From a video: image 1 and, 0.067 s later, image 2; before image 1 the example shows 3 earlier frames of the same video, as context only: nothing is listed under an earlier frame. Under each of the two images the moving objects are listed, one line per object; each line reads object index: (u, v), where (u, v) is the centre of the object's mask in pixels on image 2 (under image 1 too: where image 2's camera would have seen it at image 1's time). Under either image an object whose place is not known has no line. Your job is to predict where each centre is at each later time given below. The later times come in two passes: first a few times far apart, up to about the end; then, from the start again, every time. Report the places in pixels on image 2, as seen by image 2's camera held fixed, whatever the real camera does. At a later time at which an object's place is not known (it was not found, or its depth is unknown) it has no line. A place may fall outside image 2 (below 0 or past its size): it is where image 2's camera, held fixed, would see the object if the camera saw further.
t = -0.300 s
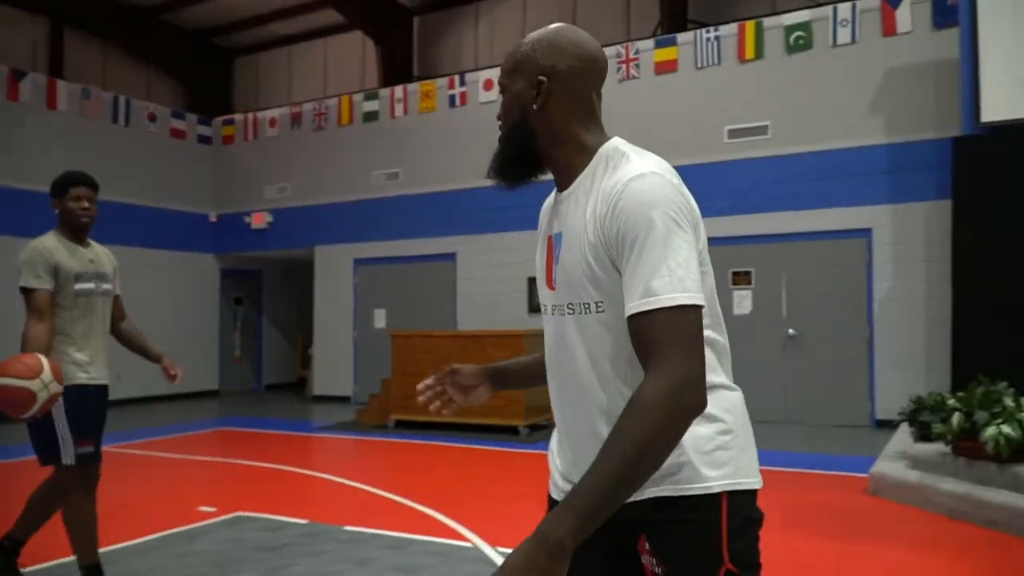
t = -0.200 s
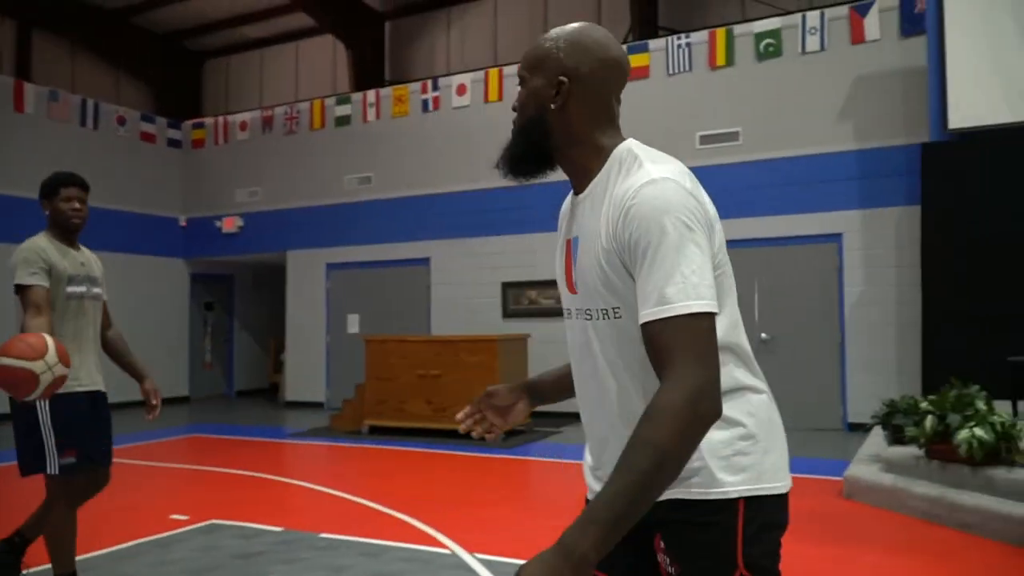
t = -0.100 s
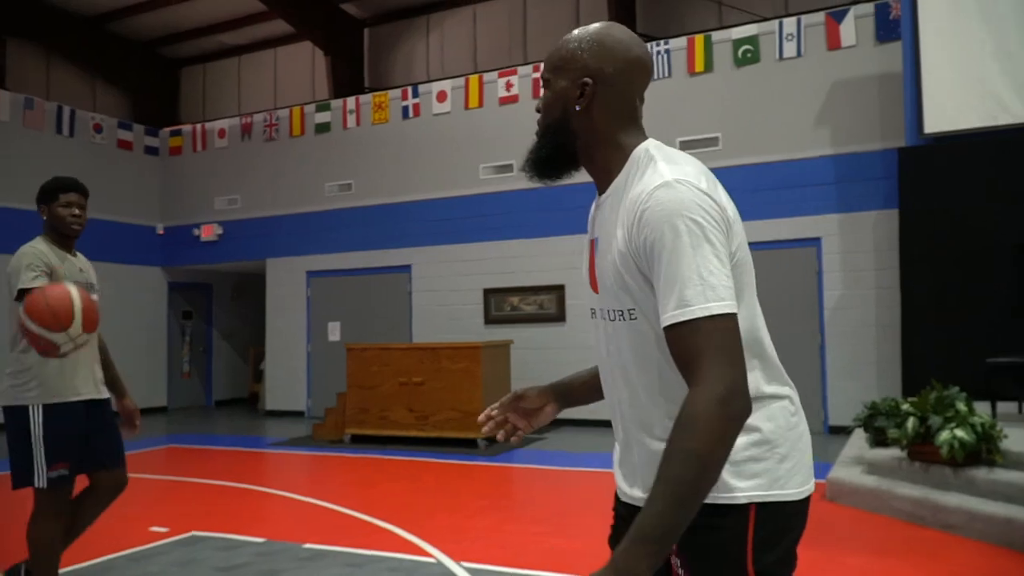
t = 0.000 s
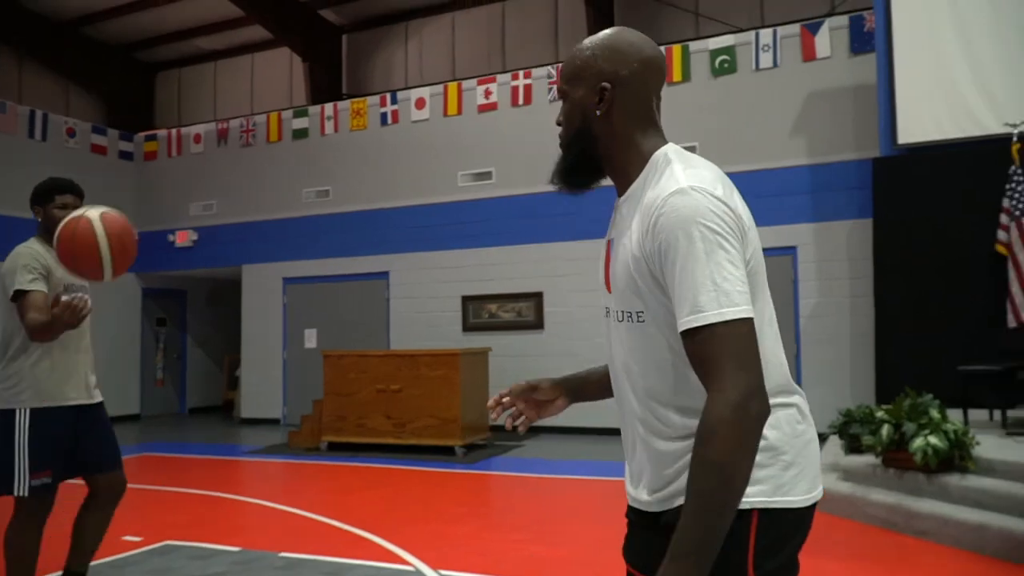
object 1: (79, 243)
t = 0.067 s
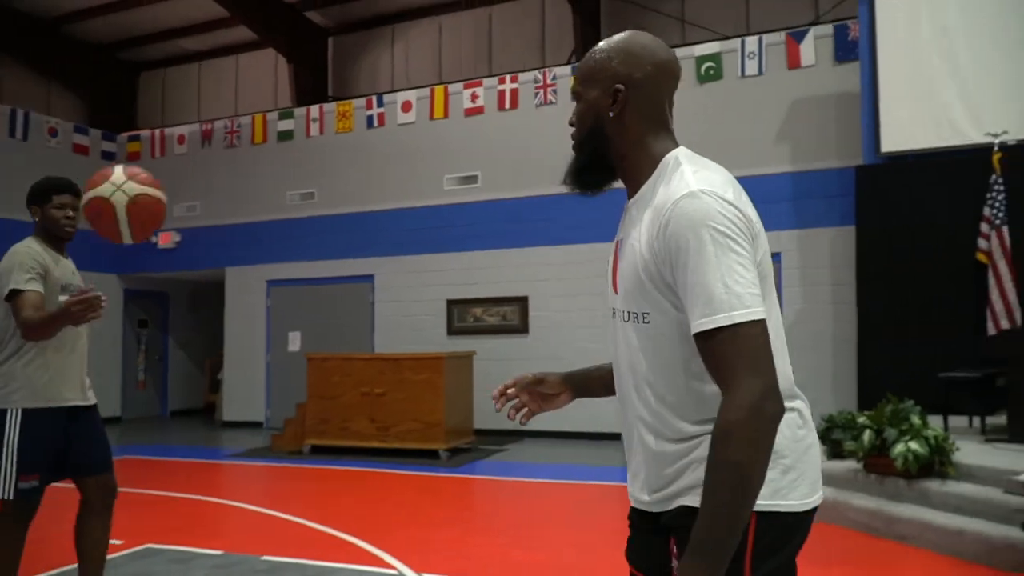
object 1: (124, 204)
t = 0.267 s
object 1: (283, 159)
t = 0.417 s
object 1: (420, 216)
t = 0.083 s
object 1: (136, 195)
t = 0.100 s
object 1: (148, 188)
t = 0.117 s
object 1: (161, 181)
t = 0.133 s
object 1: (173, 175)
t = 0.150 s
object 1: (186, 171)
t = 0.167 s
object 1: (200, 166)
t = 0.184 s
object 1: (213, 162)
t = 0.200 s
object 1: (227, 159)
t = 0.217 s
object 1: (240, 158)
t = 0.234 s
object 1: (254, 158)
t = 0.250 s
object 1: (268, 159)
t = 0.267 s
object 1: (283, 159)
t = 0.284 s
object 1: (298, 162)
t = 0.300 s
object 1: (311, 163)
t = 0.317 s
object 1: (327, 167)
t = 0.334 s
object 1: (342, 174)
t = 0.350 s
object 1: (356, 181)
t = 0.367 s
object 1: (372, 187)
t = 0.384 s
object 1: (388, 196)
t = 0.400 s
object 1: (405, 206)
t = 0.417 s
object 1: (420, 216)
